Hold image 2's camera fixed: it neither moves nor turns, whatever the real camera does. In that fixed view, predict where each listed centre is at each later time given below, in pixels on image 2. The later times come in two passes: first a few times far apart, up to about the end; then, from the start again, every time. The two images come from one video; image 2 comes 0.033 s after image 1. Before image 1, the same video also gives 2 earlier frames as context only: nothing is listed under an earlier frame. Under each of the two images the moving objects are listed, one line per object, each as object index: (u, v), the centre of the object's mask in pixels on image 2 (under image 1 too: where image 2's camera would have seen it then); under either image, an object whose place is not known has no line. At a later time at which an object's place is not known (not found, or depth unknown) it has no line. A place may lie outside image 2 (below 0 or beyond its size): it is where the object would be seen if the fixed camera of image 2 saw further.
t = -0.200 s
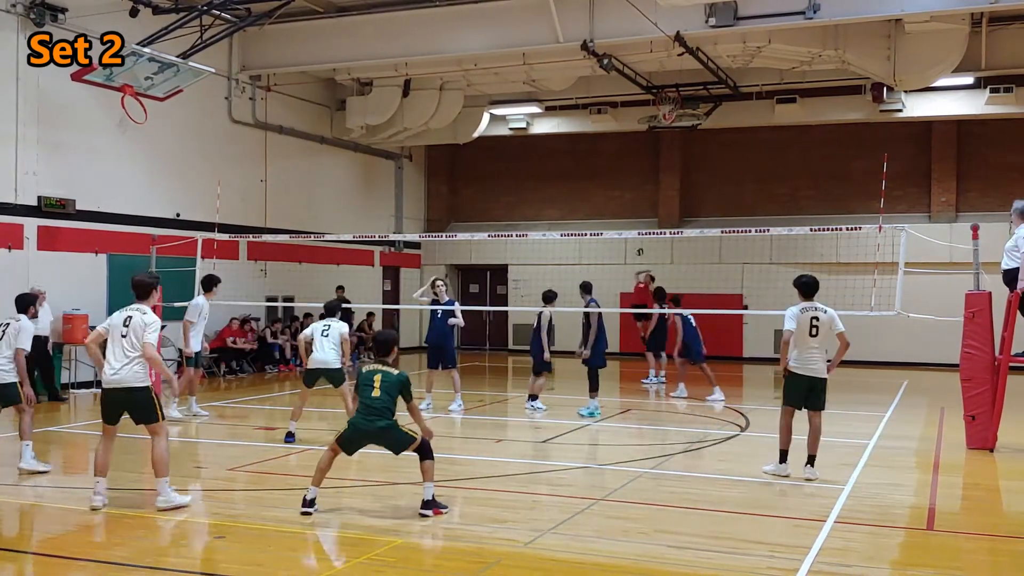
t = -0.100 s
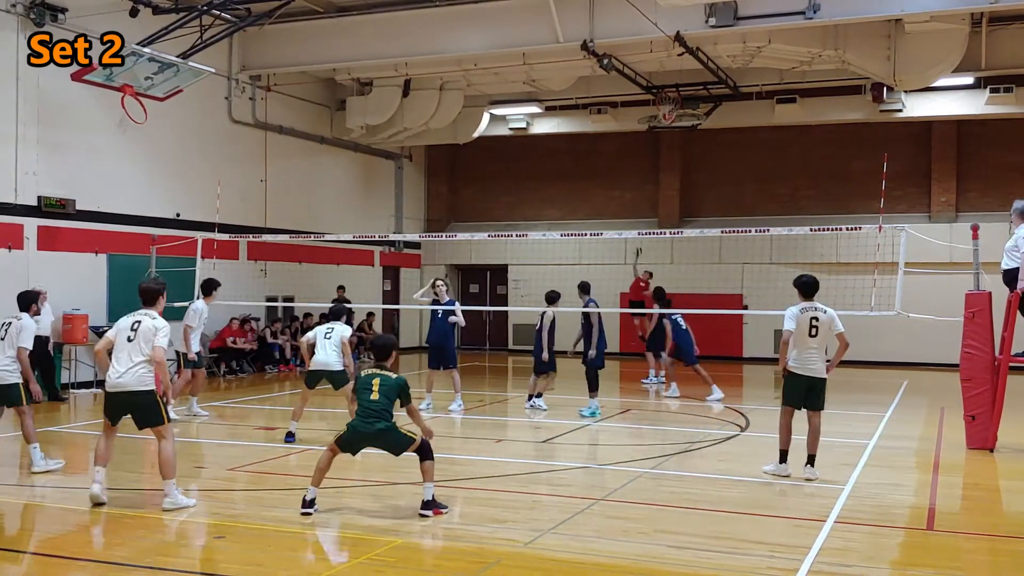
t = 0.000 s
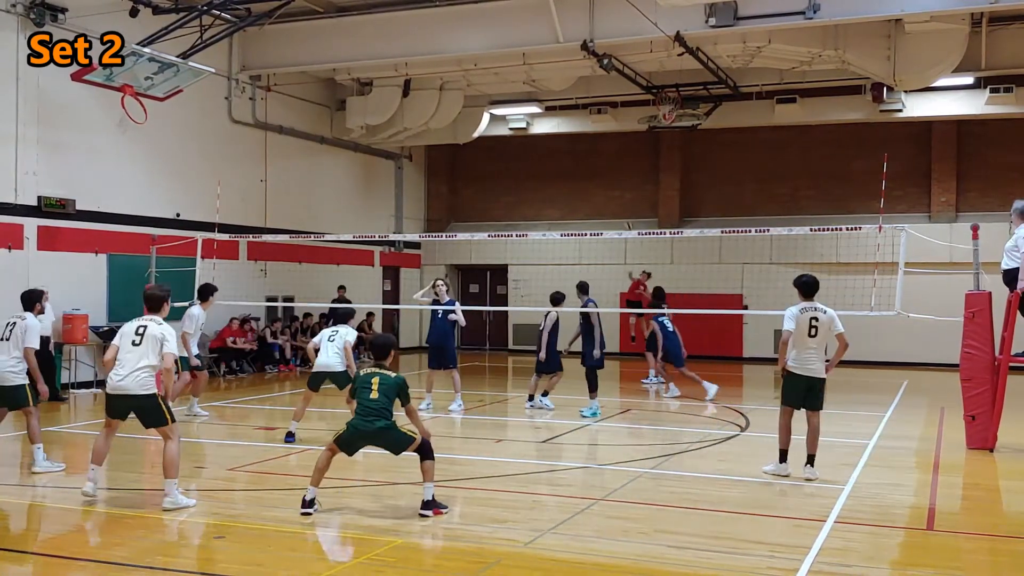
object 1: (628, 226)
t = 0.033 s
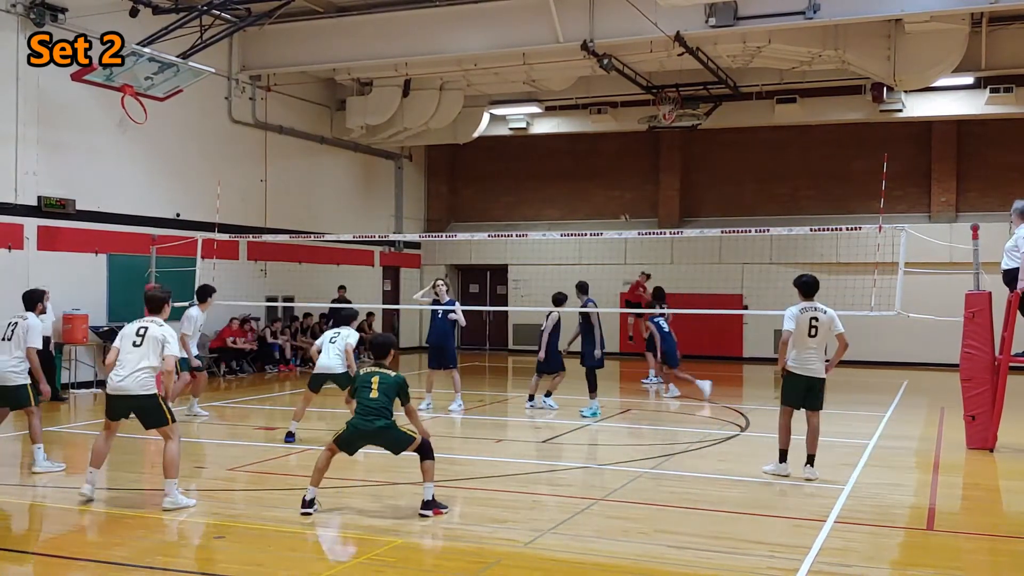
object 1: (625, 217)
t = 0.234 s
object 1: (605, 177)
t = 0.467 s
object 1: (577, 146)
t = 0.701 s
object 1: (537, 143)
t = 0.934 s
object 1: (471, 190)
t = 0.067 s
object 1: (621, 211)
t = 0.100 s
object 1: (619, 203)
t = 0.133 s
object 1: (615, 197)
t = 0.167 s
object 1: (612, 190)
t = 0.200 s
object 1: (608, 184)
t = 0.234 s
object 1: (605, 177)
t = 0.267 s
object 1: (601, 171)
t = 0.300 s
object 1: (598, 165)
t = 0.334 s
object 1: (594, 161)
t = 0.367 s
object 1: (590, 157)
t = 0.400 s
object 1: (586, 153)
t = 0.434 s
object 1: (582, 150)
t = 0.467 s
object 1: (577, 146)
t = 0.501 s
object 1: (573, 144)
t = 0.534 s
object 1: (568, 142)
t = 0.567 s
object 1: (563, 141)
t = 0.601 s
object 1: (557, 140)
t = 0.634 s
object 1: (551, 141)
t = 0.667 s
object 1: (544, 142)
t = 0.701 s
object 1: (537, 143)
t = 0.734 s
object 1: (529, 146)
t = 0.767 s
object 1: (521, 150)
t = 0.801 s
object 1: (513, 155)
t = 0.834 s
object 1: (503, 162)
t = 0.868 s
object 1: (493, 169)
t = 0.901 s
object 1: (483, 179)
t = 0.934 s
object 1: (471, 190)
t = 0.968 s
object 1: (459, 204)
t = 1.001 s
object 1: (446, 219)
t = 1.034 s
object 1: (432, 236)
